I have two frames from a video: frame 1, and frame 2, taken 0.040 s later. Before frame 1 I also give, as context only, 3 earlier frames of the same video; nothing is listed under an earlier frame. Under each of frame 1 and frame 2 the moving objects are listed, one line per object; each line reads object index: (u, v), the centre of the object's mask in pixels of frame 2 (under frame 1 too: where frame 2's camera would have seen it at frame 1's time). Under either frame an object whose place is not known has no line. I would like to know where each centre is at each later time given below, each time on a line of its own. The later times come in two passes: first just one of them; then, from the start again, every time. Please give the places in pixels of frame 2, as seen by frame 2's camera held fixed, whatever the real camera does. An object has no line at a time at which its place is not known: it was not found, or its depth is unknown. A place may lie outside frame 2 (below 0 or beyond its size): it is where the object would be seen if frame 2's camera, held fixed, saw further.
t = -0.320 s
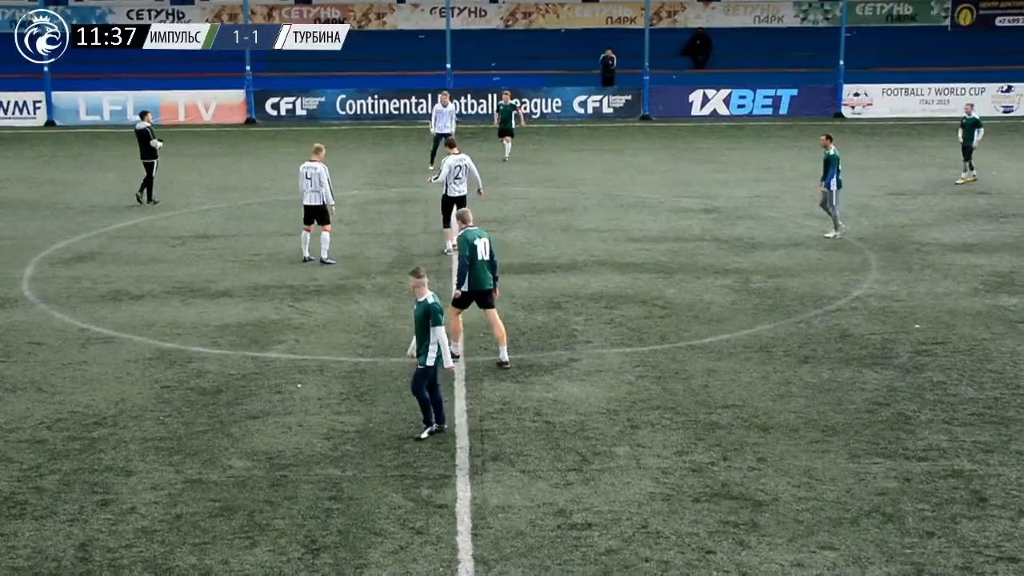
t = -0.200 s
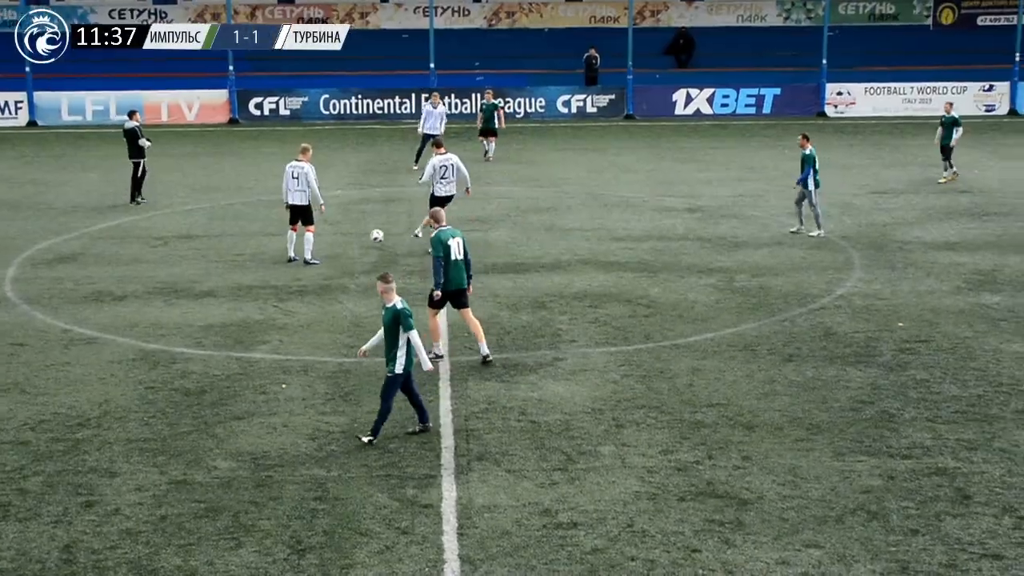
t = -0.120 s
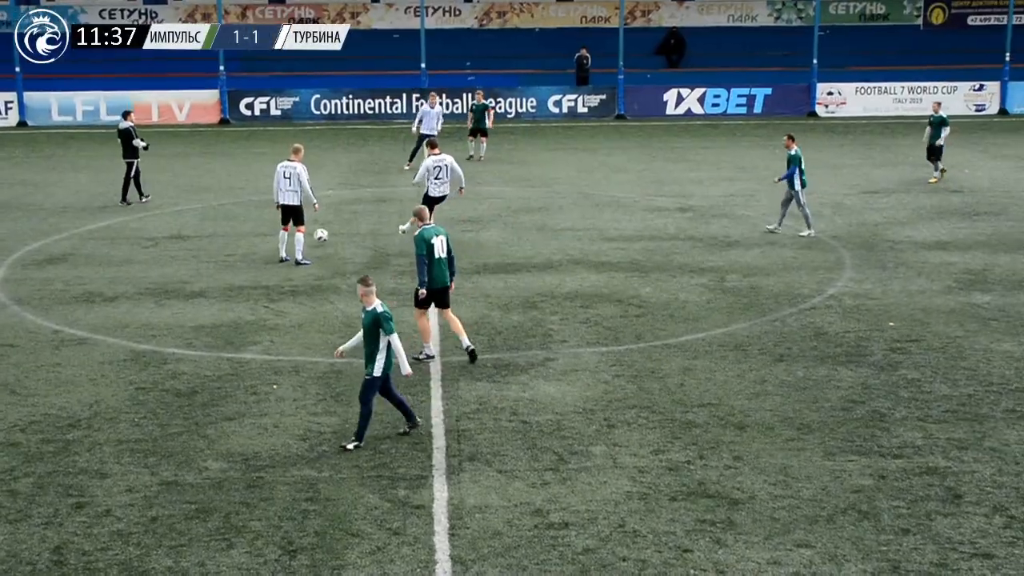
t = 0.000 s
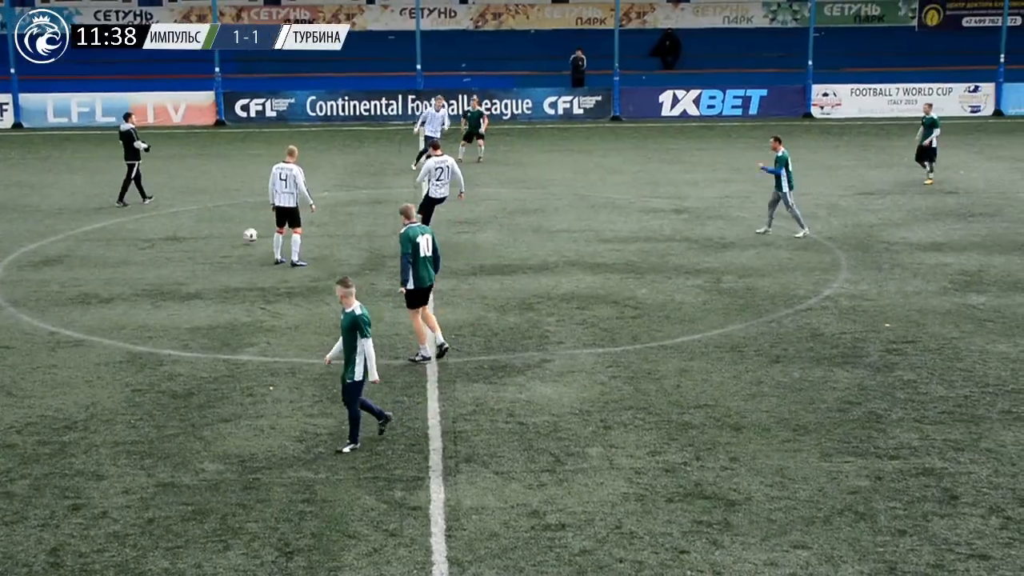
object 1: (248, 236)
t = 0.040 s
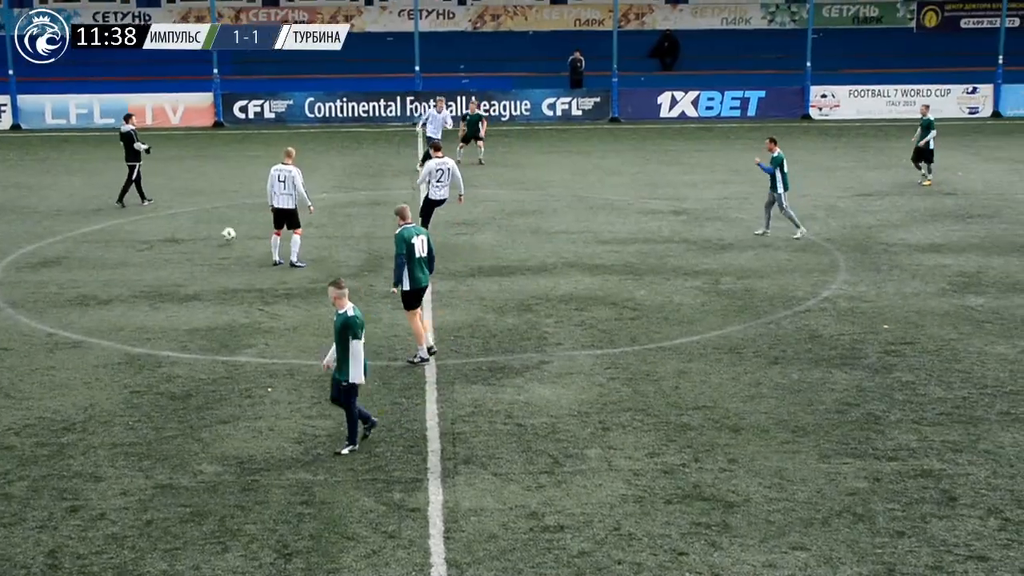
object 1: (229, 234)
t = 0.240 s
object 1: (134, 233)
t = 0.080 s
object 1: (208, 232)
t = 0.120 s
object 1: (189, 232)
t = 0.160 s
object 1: (169, 234)
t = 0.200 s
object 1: (151, 235)
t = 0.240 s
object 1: (134, 233)
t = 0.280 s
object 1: (118, 232)
